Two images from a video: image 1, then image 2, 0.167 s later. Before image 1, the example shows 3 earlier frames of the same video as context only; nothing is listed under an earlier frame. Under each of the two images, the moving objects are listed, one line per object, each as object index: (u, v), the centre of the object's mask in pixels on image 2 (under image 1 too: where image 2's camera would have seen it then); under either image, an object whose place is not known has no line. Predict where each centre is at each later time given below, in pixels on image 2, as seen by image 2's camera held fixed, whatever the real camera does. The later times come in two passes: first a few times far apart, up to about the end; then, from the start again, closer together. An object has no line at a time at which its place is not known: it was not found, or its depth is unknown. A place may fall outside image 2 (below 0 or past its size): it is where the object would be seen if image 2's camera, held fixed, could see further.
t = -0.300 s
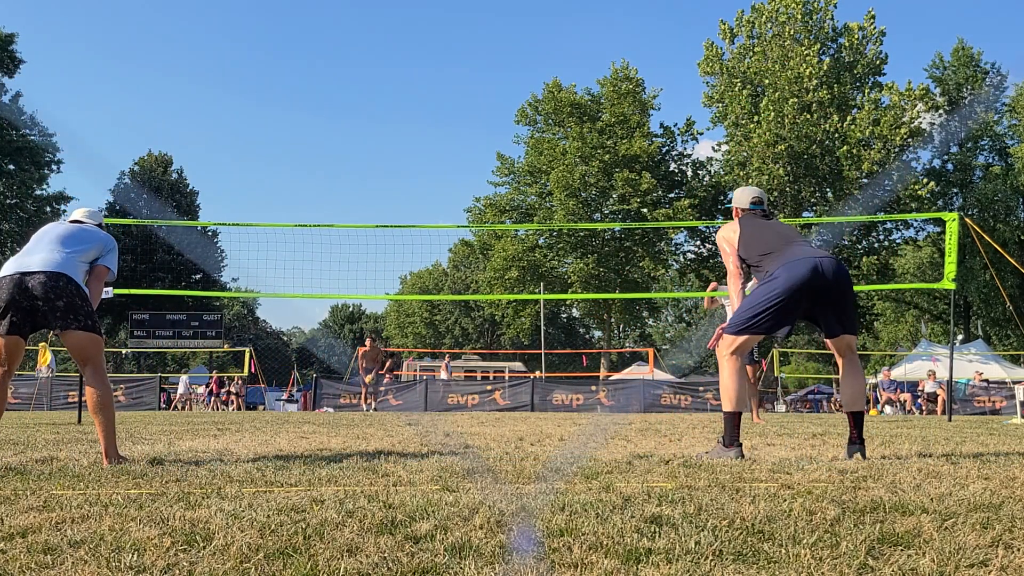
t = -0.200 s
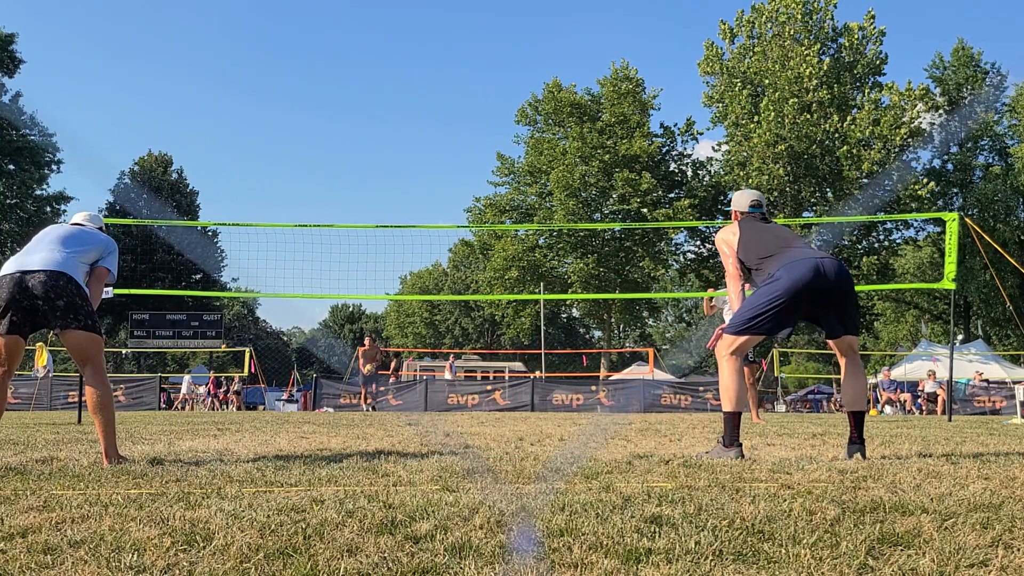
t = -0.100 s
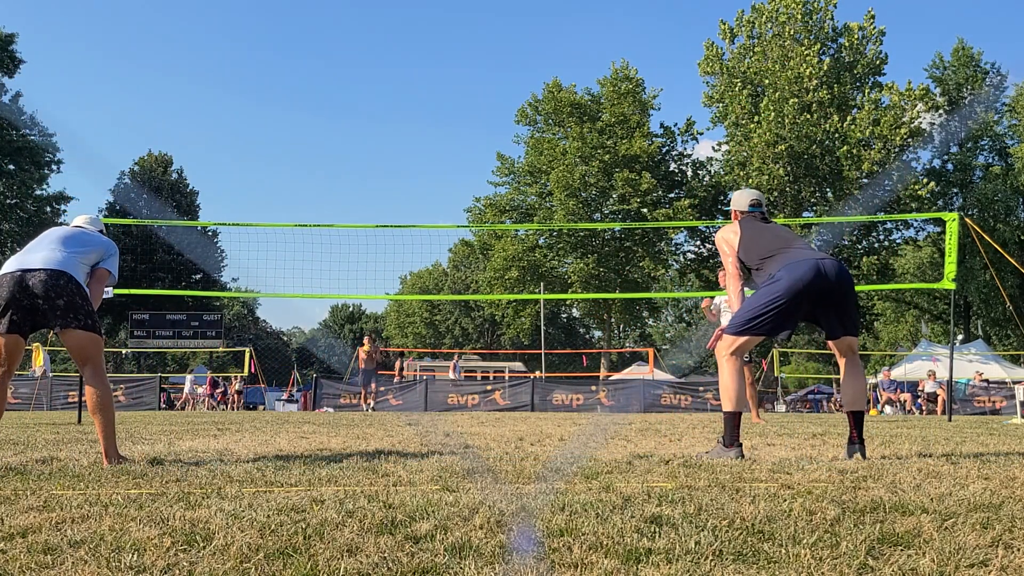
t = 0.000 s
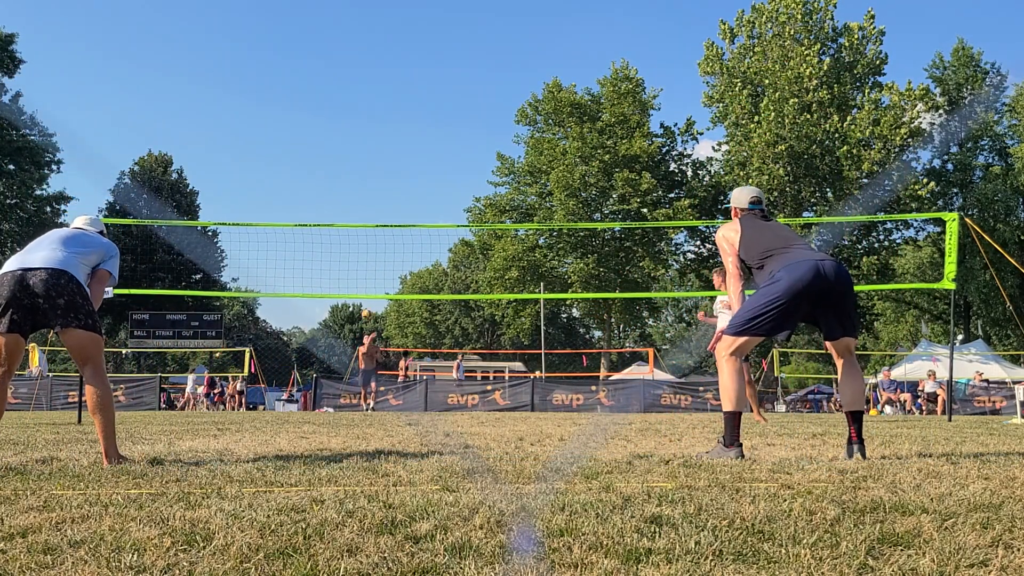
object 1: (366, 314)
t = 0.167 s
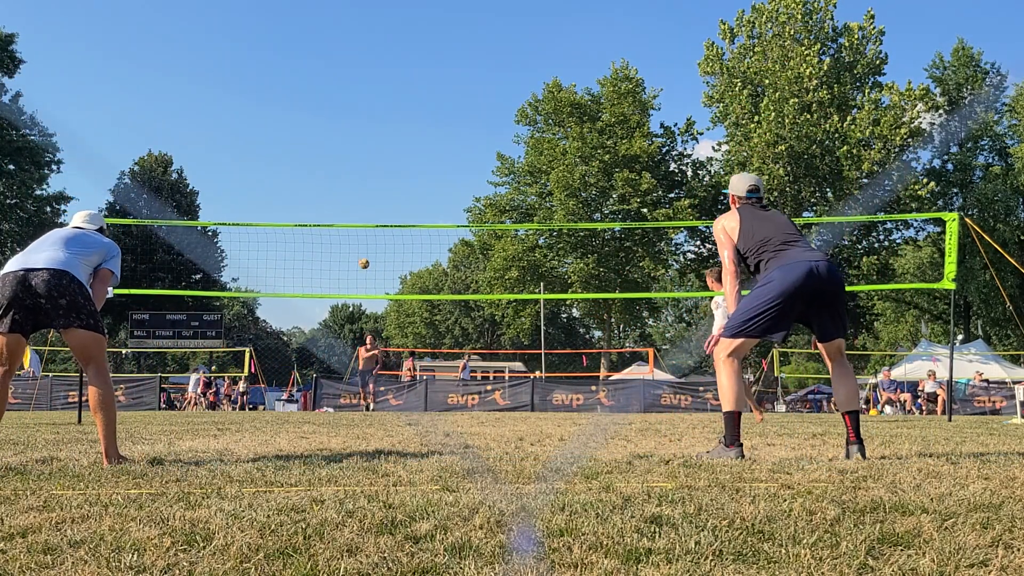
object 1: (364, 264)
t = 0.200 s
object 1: (363, 255)
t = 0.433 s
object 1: (359, 210)
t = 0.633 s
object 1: (355, 191)
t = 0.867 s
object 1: (350, 193)
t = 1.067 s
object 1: (346, 216)
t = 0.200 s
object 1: (363, 255)
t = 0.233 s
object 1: (363, 247)
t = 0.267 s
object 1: (362, 240)
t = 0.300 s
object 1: (362, 233)
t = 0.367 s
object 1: (360, 220)
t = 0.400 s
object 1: (360, 215)
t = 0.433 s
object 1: (359, 210)
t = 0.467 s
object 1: (358, 205)
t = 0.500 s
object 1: (358, 201)
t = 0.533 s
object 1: (357, 198)
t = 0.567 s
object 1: (356, 195)
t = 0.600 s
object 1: (356, 193)
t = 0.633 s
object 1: (355, 191)
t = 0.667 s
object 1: (354, 190)
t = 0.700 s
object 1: (354, 189)
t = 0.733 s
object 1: (353, 188)
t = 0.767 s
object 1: (352, 189)
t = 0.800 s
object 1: (351, 190)
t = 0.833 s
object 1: (351, 191)
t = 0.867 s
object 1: (350, 193)
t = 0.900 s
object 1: (349, 195)
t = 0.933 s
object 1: (349, 198)
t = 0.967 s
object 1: (348, 202)
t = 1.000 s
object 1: (347, 206)
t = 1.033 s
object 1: (347, 210)
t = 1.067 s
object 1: (346, 216)
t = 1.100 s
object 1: (345, 220)
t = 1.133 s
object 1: (344, 230)
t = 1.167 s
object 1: (343, 235)
